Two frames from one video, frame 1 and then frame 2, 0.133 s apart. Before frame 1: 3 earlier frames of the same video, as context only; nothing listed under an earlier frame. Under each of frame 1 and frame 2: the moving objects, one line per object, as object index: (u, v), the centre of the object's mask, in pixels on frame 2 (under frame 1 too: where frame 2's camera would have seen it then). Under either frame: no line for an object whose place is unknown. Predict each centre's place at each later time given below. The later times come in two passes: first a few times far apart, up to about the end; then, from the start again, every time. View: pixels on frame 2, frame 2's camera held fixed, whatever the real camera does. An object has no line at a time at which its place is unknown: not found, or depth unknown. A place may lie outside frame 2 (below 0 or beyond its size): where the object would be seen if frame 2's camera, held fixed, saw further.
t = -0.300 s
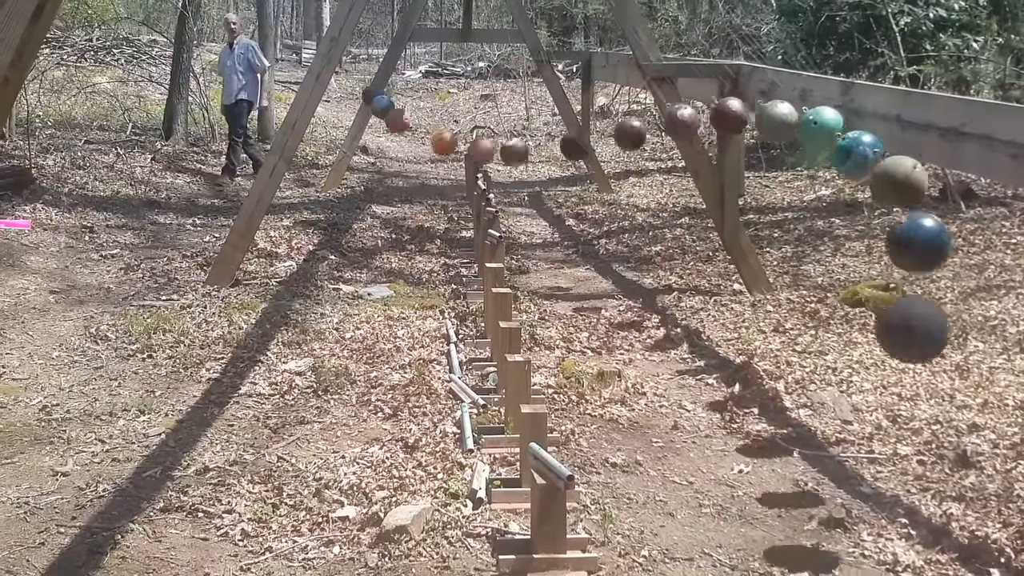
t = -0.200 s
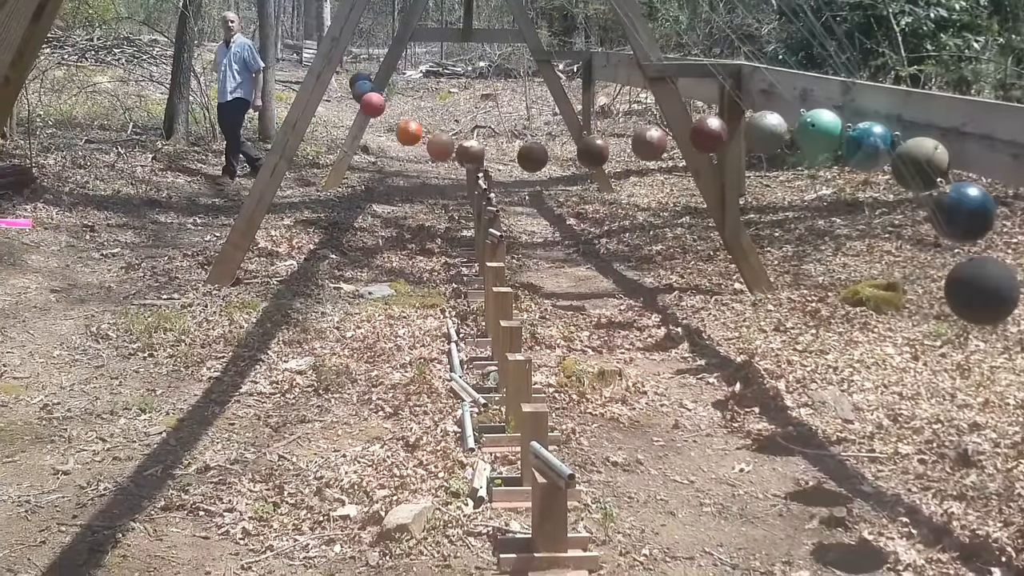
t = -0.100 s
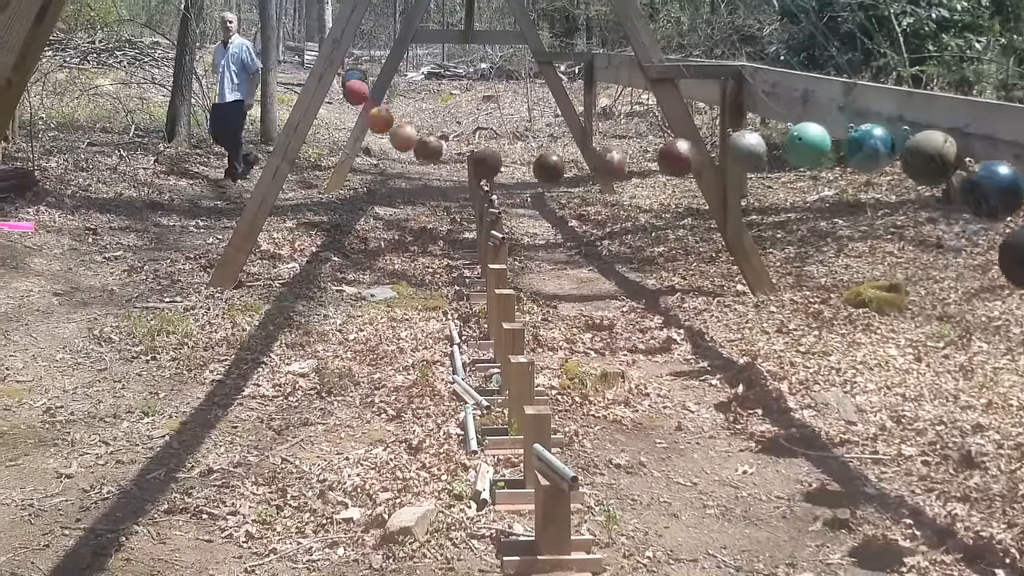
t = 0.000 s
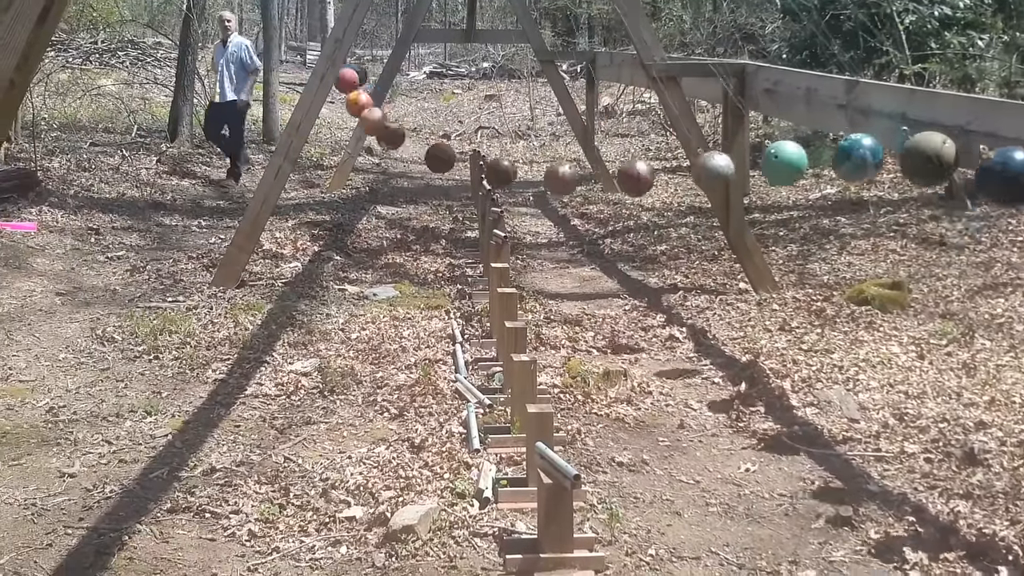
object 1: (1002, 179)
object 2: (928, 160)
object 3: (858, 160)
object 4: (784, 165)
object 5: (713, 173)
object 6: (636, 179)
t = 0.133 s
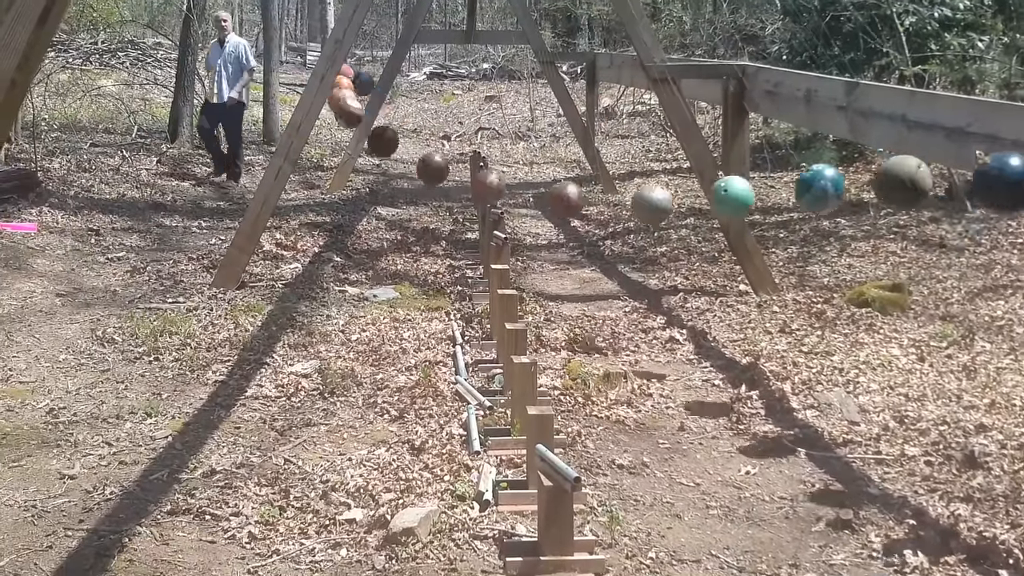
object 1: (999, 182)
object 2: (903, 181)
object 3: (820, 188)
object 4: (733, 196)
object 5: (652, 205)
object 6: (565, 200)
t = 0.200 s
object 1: (991, 193)
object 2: (880, 199)
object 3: (792, 206)
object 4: (698, 216)
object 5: (615, 217)
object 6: (527, 205)
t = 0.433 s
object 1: (893, 262)
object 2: (752, 271)
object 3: (656, 267)
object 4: (550, 254)
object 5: (469, 231)
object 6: (395, 190)
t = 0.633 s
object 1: (742, 327)
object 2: (594, 313)
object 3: (506, 285)
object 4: (411, 244)
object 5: (353, 204)
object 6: (306, 150)
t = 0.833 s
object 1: (553, 359)
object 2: (421, 307)
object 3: (358, 260)
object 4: (296, 202)
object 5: (270, 159)
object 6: (257, 115)
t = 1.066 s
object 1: (330, 329)
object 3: (229, 202)
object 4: (214, 150)
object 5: (229, 120)
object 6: (252, 106)
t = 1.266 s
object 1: (181, 267)
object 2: (156, 193)
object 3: (177, 157)
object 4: (199, 131)
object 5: (236, 130)
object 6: (285, 137)
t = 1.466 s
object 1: (90, 207)
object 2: (120, 162)
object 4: (224, 157)
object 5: (287, 169)
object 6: (366, 180)
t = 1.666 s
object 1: (65, 185)
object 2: (139, 180)
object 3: (212, 189)
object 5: (383, 213)
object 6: (475, 206)
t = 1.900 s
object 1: (112, 223)
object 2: (235, 242)
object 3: (332, 250)
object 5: (526, 231)
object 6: (604, 190)
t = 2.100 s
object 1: (226, 288)
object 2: (377, 296)
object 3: (476, 284)
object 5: (642, 208)
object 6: (687, 151)
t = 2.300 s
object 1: (397, 344)
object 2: (549, 315)
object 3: (629, 275)
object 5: (731, 157)
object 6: (733, 115)
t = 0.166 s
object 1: (996, 187)
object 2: (892, 190)
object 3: (807, 197)
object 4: (715, 207)
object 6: (546, 202)
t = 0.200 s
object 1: (991, 193)
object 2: (880, 199)
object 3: (792, 206)
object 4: (698, 216)
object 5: (615, 217)
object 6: (527, 205)
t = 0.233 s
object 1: (984, 200)
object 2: (868, 209)
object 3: (777, 216)
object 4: (679, 224)
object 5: (595, 222)
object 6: (507, 206)
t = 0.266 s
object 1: (972, 209)
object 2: (851, 219)
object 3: (762, 225)
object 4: (659, 231)
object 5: (575, 226)
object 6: (487, 206)
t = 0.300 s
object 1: (961, 218)
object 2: (835, 230)
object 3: (741, 236)
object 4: (639, 237)
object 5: (554, 228)
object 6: (468, 205)
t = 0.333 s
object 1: (946, 228)
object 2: (816, 240)
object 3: (722, 243)
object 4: (617, 244)
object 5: (532, 231)
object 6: (448, 202)
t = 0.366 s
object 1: (930, 239)
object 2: (797, 251)
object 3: (701, 252)
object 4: (595, 248)
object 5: (513, 232)
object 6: (431, 200)
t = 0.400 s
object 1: (913, 251)
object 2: (775, 262)
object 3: (679, 260)
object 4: (573, 251)
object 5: (490, 232)
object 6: (411, 194)
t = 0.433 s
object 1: (893, 262)
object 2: (752, 271)
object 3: (656, 267)
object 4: (550, 254)
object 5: (469, 231)
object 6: (395, 190)
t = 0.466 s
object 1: (872, 274)
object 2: (729, 280)
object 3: (632, 273)
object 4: (526, 255)
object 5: (449, 228)
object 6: (376, 186)
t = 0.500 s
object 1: (848, 285)
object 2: (704, 289)
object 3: (607, 277)
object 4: (503, 256)
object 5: (428, 224)
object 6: (361, 180)
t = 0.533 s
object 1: (824, 297)
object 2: (679, 296)
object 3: (582, 281)
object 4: (479, 255)
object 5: (409, 221)
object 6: (346, 172)
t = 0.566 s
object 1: (798, 307)
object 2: (651, 303)
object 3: (557, 284)
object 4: (456, 252)
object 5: (389, 214)
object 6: (332, 165)
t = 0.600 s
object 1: (770, 318)
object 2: (623, 307)
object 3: (531, 286)
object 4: (433, 248)
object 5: (371, 208)
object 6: (319, 159)
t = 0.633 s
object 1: (742, 327)
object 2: (594, 313)
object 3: (506, 285)
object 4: (411, 244)
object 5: (353, 204)
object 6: (306, 150)
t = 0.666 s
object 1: (711, 336)
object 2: (564, 315)
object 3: (479, 284)
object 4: (389, 240)
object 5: (337, 196)
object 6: (295, 143)
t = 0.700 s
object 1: (681, 343)
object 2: (536, 316)
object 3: (454, 282)
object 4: (368, 233)
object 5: (320, 189)
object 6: (285, 136)
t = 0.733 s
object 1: (650, 348)
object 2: (507, 315)
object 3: (429, 278)
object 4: (349, 226)
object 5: (306, 180)
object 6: (277, 130)
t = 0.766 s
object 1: (617, 354)
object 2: (478, 315)
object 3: (405, 273)
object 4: (330, 220)
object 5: (293, 173)
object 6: (269, 124)
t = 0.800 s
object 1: (585, 357)
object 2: (449, 311)
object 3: (382, 268)
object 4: (313, 211)
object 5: (281, 165)
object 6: (263, 119)
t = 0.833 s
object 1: (553, 359)
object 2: (421, 307)
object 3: (358, 260)
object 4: (296, 202)
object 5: (270, 159)
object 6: (257, 115)
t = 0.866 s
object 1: (520, 358)
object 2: (393, 301)
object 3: (336, 254)
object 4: (281, 194)
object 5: (260, 152)
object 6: (253, 111)
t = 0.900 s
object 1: (487, 356)
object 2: (367, 295)
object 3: (315, 245)
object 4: (267, 185)
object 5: (251, 145)
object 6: (250, 107)
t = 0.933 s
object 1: (454, 354)
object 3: (294, 237)
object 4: (254, 179)
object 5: (243, 137)
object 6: (248, 104)
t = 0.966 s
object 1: (423, 350)
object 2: (316, 279)
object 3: (276, 228)
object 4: (241, 171)
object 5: (237, 132)
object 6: (247, 102)
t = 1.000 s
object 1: (391, 344)
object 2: (293, 270)
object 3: (259, 219)
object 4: (231, 163)
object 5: (231, 125)
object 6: (248, 102)
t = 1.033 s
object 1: (360, 338)
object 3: (244, 209)
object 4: (222, 157)
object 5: (229, 122)
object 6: (250, 103)
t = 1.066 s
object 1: (330, 329)
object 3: (229, 202)
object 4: (214, 150)
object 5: (229, 120)
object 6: (252, 106)
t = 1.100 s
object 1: (302, 320)
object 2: (230, 240)
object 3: (216, 192)
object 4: (207, 145)
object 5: (227, 118)
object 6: (256, 109)
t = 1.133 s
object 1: (275, 310)
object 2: (212, 230)
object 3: (204, 183)
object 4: (202, 139)
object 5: (228, 119)
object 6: (259, 114)
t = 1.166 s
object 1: (250, 300)
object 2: (196, 221)
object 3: (194, 175)
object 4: (199, 135)
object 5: (229, 121)
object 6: (263, 119)
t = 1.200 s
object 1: (226, 289)
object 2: (180, 210)
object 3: (186, 167)
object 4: (198, 132)
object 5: (231, 124)
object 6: (269, 124)
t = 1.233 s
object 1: (202, 278)
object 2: (168, 201)
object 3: (180, 160)
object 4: (198, 130)
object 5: (234, 128)
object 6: (276, 131)
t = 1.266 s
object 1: (181, 267)
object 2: (156, 193)
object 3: (177, 157)
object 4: (199, 131)
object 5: (236, 130)
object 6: (285, 137)
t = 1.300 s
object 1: (161, 255)
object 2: (146, 186)
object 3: (174, 156)
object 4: (201, 133)
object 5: (240, 135)
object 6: (297, 143)
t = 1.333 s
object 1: (143, 244)
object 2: (138, 180)
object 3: (171, 152)
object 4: (203, 136)
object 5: (247, 141)
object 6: (308, 151)
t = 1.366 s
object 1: (127, 234)
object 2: (131, 174)
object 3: (168, 150)
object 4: (207, 140)
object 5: (254, 148)
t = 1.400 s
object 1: (112, 224)
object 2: (124, 168)
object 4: (210, 145)
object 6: (335, 167)
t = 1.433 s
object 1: (100, 216)
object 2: (122, 164)
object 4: (215, 151)
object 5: (275, 162)
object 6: (349, 174)
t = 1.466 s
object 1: (90, 207)
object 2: (120, 162)
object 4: (224, 157)
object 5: (287, 169)
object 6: (366, 180)
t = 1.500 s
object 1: (81, 201)
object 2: (121, 162)
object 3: (172, 158)
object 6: (380, 184)
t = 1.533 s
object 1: (75, 196)
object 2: (121, 164)
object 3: (176, 163)
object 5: (316, 186)
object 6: (398, 191)
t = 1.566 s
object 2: (123, 166)
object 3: (183, 168)
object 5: (330, 194)
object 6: (417, 197)
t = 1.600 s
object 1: (65, 188)
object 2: (126, 170)
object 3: (191, 175)
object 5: (349, 202)
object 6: (437, 202)
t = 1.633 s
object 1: (64, 186)
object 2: (131, 175)
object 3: (200, 182)
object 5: (364, 207)
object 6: (455, 204)
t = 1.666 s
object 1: (65, 185)
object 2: (139, 180)
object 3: (212, 189)
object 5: (383, 213)
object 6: (475, 206)
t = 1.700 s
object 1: (66, 186)
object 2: (147, 186)
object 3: (225, 198)
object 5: (401, 219)
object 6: (494, 206)
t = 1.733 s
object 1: (68, 190)
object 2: (158, 193)
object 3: (238, 206)
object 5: (422, 224)
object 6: (513, 205)
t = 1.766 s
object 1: (72, 195)
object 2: (170, 202)
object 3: (255, 215)
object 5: (442, 227)
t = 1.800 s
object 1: (80, 200)
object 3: (272, 225)
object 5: (463, 230)
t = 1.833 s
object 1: (89, 206)
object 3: (291, 234)
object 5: (484, 233)
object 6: (568, 201)
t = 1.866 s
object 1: (99, 214)
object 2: (216, 232)
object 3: (311, 243)
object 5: (503, 232)
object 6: (587, 195)
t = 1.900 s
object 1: (112, 223)
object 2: (235, 242)
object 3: (332, 250)
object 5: (526, 231)
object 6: (604, 190)
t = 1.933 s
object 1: (126, 232)
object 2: (255, 252)
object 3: (353, 259)
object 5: (546, 230)
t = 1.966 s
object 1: (143, 243)
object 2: (278, 263)
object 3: (376, 266)
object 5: (567, 228)
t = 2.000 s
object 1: (160, 254)
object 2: (301, 273)
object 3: (400, 272)
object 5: (586, 223)
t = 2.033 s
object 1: (181, 265)
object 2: (325, 281)
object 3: (425, 277)
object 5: (606, 219)
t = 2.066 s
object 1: (202, 277)
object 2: (350, 289)
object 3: (451, 281)
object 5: (624, 214)
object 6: (676, 158)
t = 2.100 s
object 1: (226, 288)
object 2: (377, 296)
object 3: (476, 284)
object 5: (642, 208)
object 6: (687, 151)
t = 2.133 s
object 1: (252, 300)
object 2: (404, 303)
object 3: (502, 285)
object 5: (658, 201)
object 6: (697, 144)
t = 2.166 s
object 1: (277, 310)
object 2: (432, 309)
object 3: (528, 286)
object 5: (674, 194)
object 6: (707, 137)
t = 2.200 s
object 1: (306, 319)
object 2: (462, 313)
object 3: (554, 284)
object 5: (689, 187)
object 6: (716, 131)
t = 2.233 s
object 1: (335, 329)
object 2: (491, 315)
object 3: (580, 283)
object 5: (703, 179)
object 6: (723, 125)
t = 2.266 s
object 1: (365, 337)
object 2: (520, 315)
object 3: (604, 279)
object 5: (718, 166)
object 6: (729, 120)
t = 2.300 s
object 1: (397, 344)
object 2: (549, 315)
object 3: (629, 275)
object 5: (731, 157)
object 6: (733, 115)
